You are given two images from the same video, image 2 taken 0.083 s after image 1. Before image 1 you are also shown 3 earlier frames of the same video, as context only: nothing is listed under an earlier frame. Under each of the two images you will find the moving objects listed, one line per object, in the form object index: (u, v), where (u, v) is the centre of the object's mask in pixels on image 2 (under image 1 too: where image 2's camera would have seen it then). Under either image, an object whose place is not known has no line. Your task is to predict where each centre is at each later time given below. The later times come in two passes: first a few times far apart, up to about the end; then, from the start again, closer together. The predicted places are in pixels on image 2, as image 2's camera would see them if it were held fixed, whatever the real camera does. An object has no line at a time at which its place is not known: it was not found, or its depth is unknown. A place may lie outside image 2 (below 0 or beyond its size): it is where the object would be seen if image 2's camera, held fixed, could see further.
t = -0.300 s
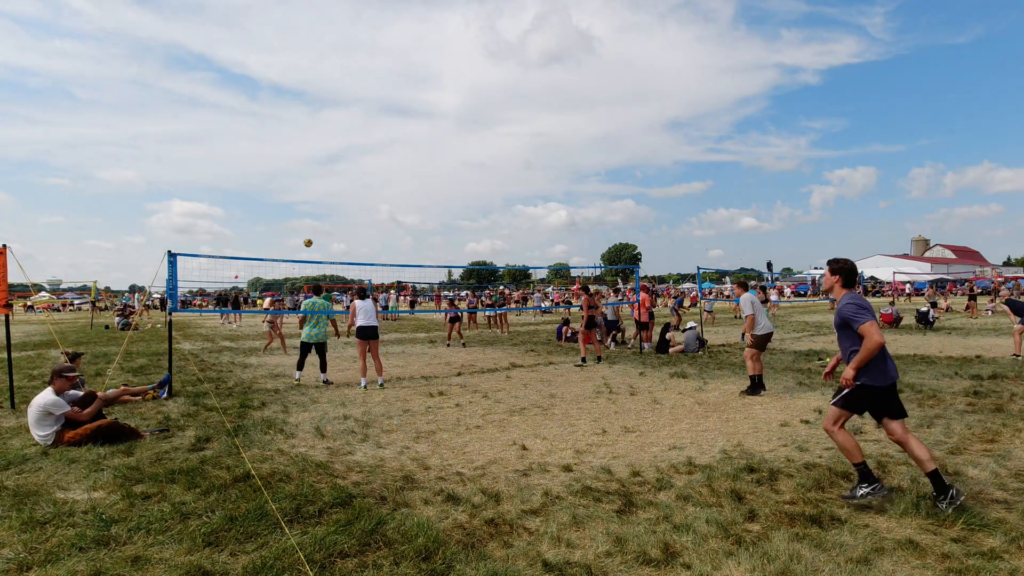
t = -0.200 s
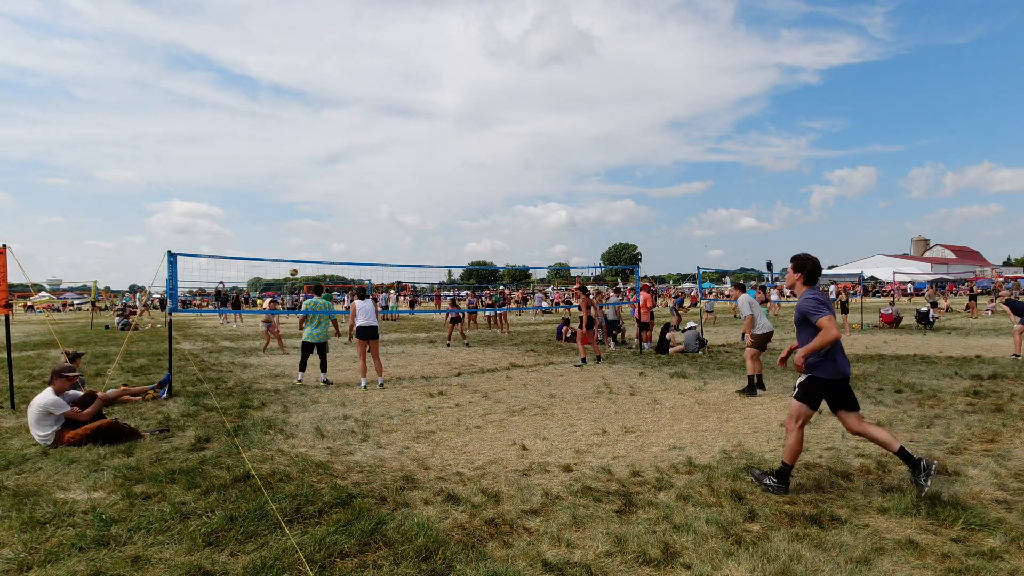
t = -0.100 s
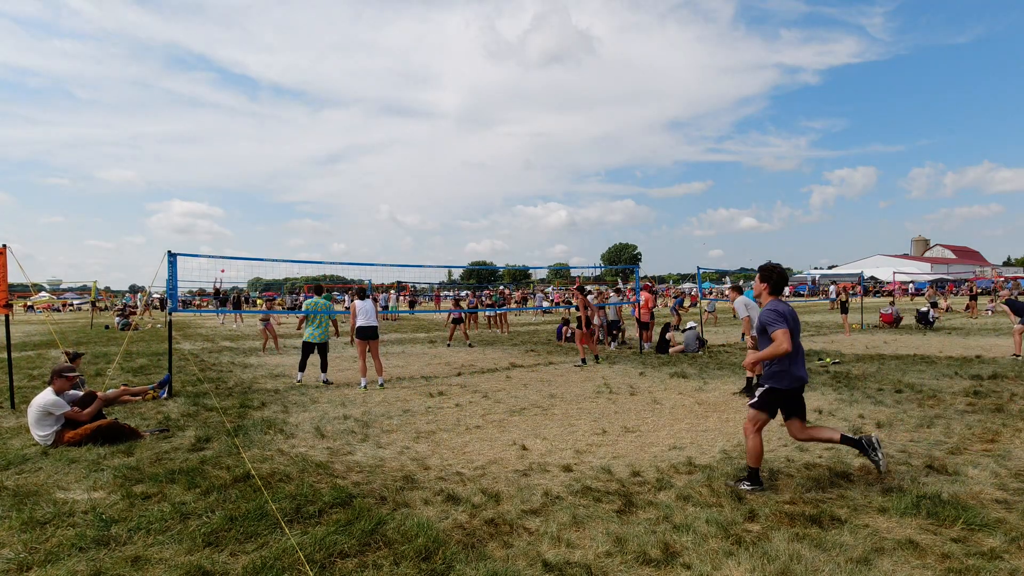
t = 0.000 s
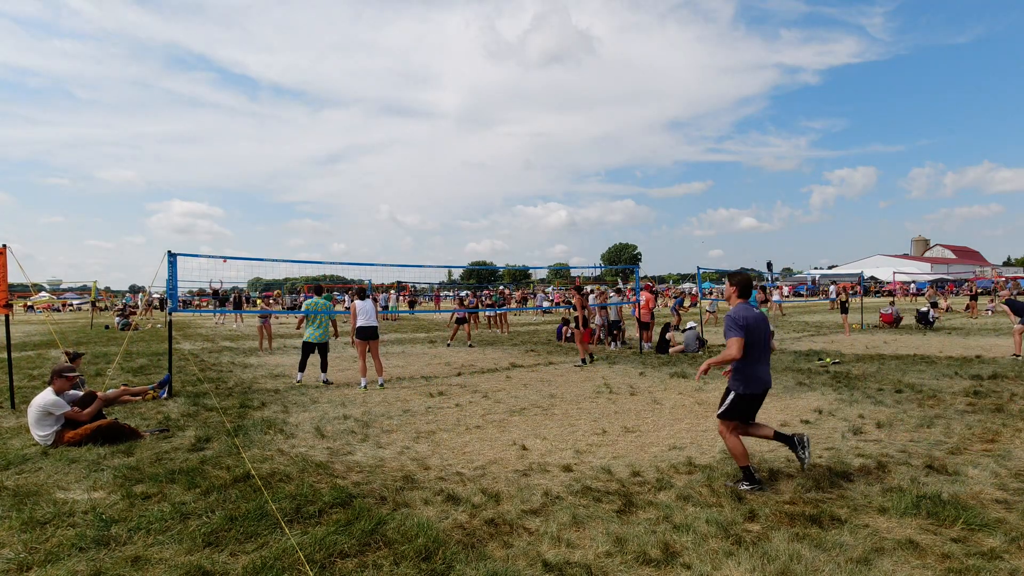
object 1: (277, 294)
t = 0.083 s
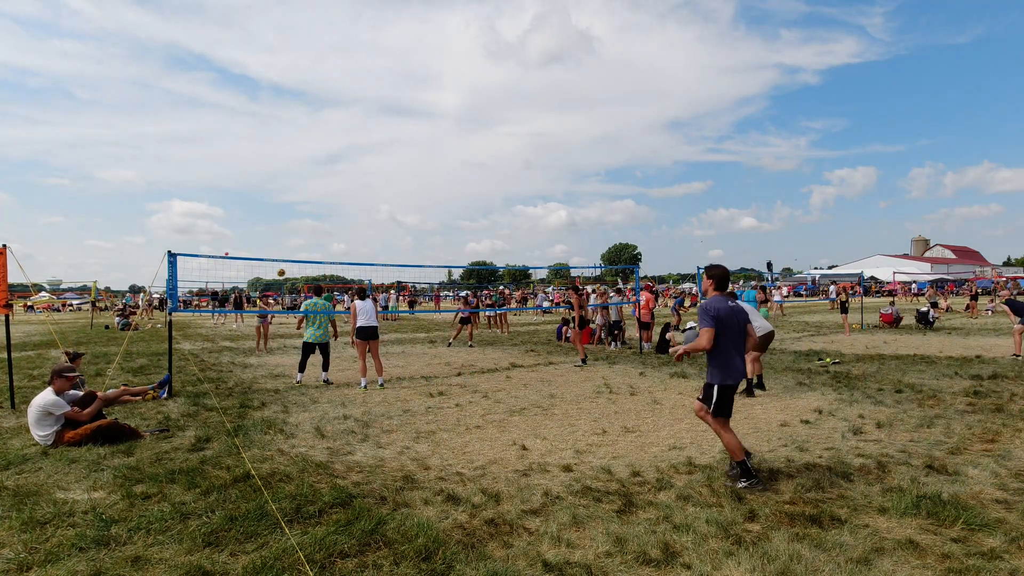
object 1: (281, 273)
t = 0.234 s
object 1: (286, 240)
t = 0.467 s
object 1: (295, 206)
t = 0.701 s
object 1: (305, 194)
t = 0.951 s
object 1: (316, 206)
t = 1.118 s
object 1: (324, 229)
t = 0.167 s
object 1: (284, 253)
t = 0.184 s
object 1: (284, 250)
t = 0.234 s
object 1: (286, 240)
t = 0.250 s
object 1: (287, 237)
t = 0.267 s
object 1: (287, 234)
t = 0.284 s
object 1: (288, 231)
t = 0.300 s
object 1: (289, 229)
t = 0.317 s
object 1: (289, 226)
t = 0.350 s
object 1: (291, 221)
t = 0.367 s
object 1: (291, 218)
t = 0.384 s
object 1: (292, 216)
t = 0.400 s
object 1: (293, 214)
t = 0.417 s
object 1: (293, 212)
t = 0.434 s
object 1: (294, 210)
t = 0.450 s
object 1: (295, 208)
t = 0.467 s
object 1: (295, 206)
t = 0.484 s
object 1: (296, 205)
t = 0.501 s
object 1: (296, 203)
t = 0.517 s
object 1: (297, 202)
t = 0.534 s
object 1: (298, 201)
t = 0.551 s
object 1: (299, 199)
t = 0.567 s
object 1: (299, 198)
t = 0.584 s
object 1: (300, 197)
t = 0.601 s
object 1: (301, 197)
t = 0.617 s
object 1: (301, 196)
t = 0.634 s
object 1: (302, 195)
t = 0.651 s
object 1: (303, 195)
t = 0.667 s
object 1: (303, 194)
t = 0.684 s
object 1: (304, 194)
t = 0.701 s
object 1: (305, 194)
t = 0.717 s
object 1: (306, 194)
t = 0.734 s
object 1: (306, 194)
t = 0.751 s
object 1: (307, 194)
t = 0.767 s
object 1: (308, 194)
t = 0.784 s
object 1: (309, 195)
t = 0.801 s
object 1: (309, 195)
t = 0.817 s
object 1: (310, 196)
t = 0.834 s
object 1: (311, 197)
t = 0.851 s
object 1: (311, 198)
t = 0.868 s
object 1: (312, 199)
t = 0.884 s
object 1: (313, 200)
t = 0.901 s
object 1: (314, 201)
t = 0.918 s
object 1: (314, 202)
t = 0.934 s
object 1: (315, 204)
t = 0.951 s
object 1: (316, 206)
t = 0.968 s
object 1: (317, 207)
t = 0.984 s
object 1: (317, 209)
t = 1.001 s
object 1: (318, 211)
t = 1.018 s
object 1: (319, 213)
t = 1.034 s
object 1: (320, 215)
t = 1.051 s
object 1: (321, 218)
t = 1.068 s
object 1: (322, 220)
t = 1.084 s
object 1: (322, 223)
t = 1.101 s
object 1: (323, 226)
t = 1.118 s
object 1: (324, 229)
